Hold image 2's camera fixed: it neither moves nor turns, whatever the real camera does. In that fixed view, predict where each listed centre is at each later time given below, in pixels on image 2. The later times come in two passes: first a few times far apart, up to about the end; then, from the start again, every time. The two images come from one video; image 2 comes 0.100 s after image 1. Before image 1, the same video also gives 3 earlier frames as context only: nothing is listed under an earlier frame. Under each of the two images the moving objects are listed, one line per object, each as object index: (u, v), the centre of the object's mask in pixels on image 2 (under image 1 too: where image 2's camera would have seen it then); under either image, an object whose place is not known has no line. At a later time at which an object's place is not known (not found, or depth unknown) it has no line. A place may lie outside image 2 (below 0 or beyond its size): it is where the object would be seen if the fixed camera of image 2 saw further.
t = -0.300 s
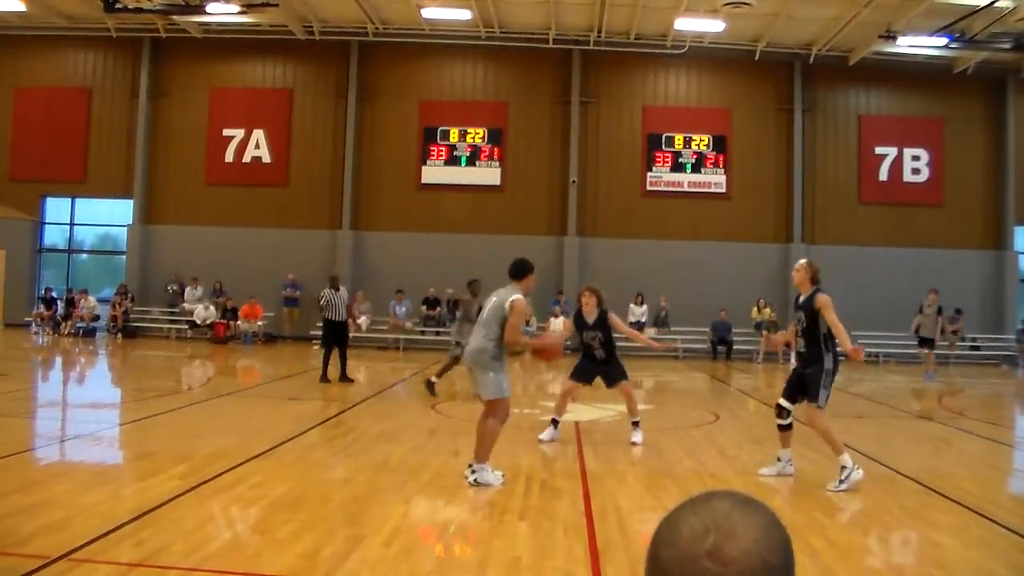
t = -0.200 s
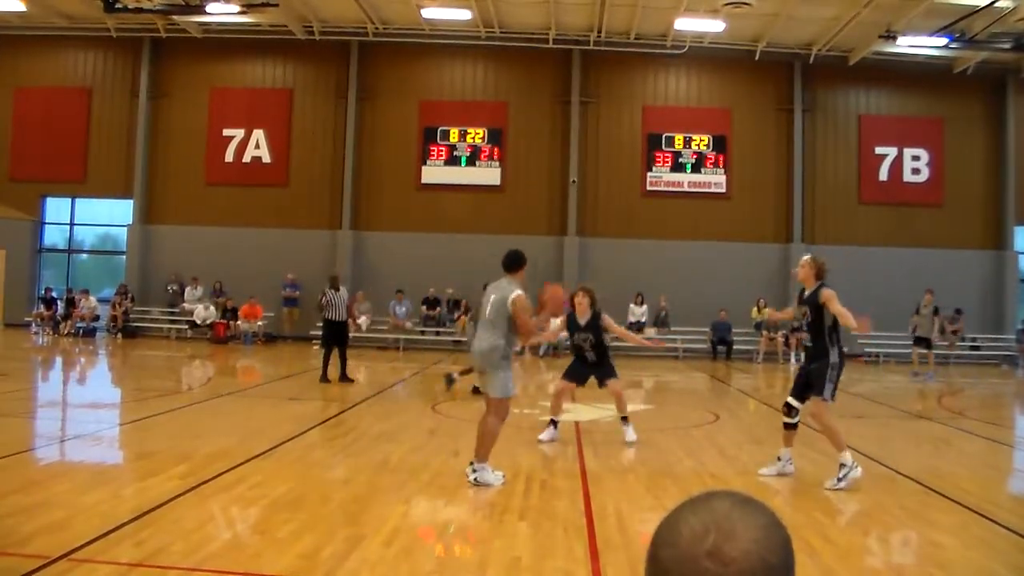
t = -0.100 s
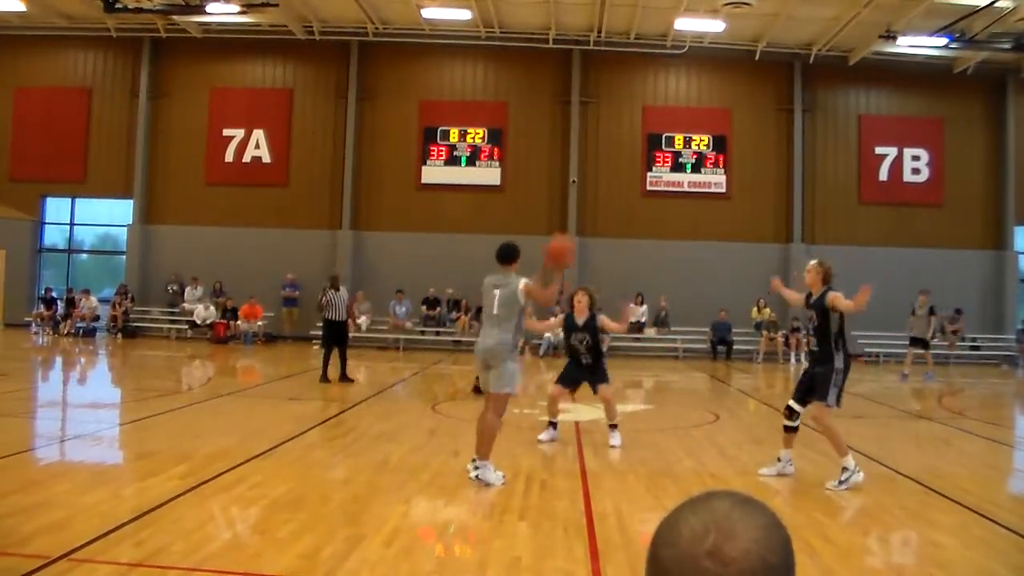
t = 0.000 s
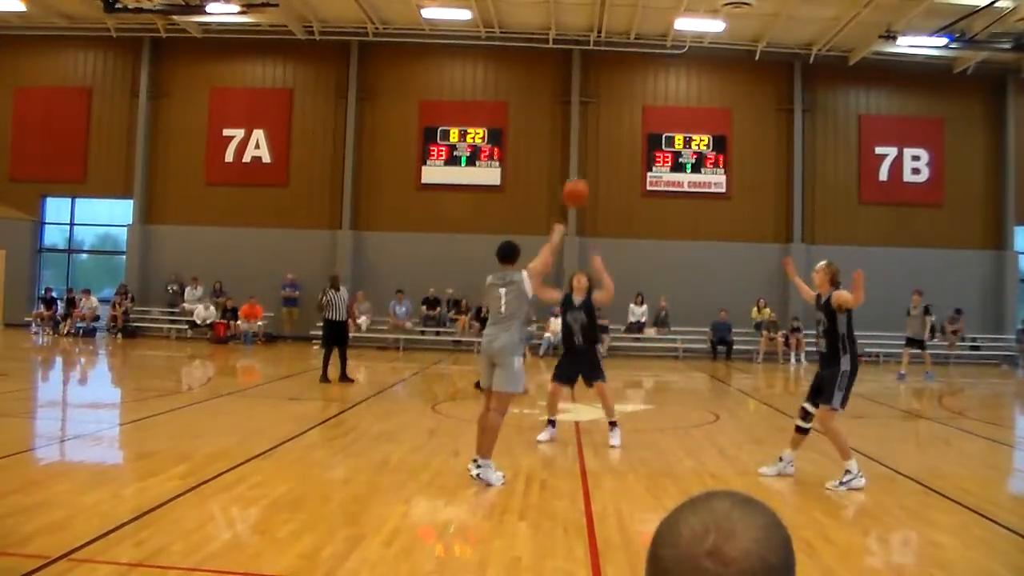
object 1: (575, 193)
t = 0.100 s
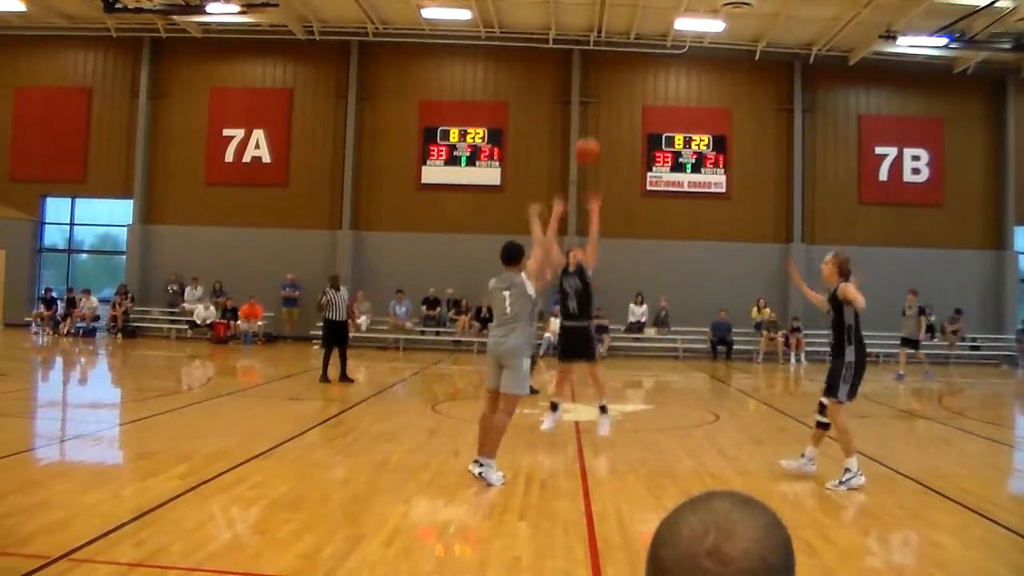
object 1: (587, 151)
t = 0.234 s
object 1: (599, 117)
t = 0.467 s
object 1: (614, 106)
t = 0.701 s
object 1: (628, 138)
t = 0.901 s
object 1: (636, 190)
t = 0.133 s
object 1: (589, 141)
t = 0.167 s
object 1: (592, 130)
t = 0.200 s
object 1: (596, 123)
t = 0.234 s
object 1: (599, 117)
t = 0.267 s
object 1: (601, 113)
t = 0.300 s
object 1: (604, 109)
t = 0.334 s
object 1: (607, 106)
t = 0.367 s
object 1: (608, 105)
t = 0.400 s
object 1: (610, 105)
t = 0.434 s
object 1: (612, 105)
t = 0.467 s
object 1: (614, 106)
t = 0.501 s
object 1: (617, 108)
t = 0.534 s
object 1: (618, 111)
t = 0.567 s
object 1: (622, 115)
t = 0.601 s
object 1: (623, 119)
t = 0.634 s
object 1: (625, 125)
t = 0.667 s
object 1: (627, 131)
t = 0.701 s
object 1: (628, 138)
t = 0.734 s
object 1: (630, 145)
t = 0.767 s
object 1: (632, 153)
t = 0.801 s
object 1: (633, 162)
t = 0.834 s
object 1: (634, 171)
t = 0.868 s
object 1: (634, 180)
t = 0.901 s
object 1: (636, 190)
